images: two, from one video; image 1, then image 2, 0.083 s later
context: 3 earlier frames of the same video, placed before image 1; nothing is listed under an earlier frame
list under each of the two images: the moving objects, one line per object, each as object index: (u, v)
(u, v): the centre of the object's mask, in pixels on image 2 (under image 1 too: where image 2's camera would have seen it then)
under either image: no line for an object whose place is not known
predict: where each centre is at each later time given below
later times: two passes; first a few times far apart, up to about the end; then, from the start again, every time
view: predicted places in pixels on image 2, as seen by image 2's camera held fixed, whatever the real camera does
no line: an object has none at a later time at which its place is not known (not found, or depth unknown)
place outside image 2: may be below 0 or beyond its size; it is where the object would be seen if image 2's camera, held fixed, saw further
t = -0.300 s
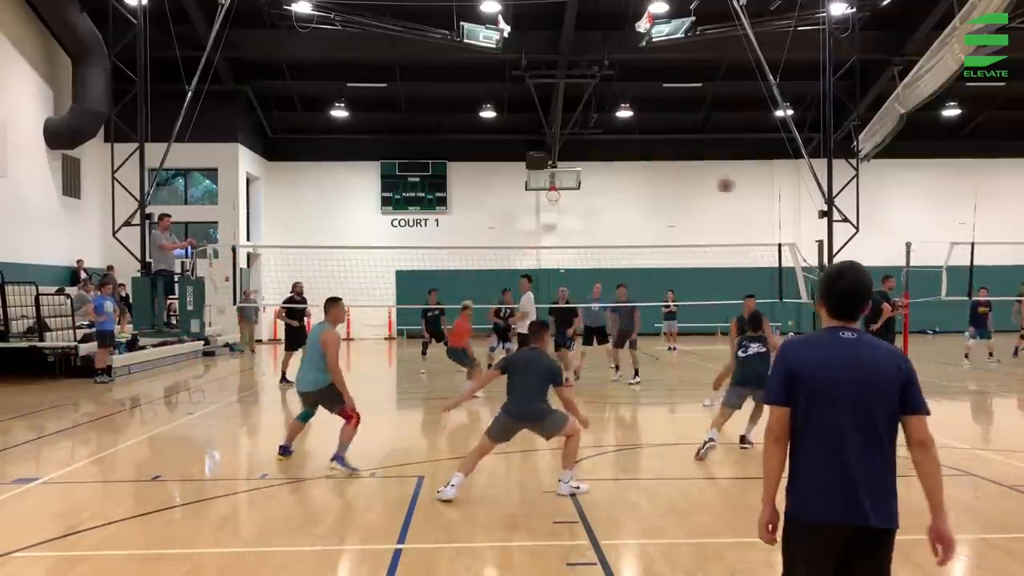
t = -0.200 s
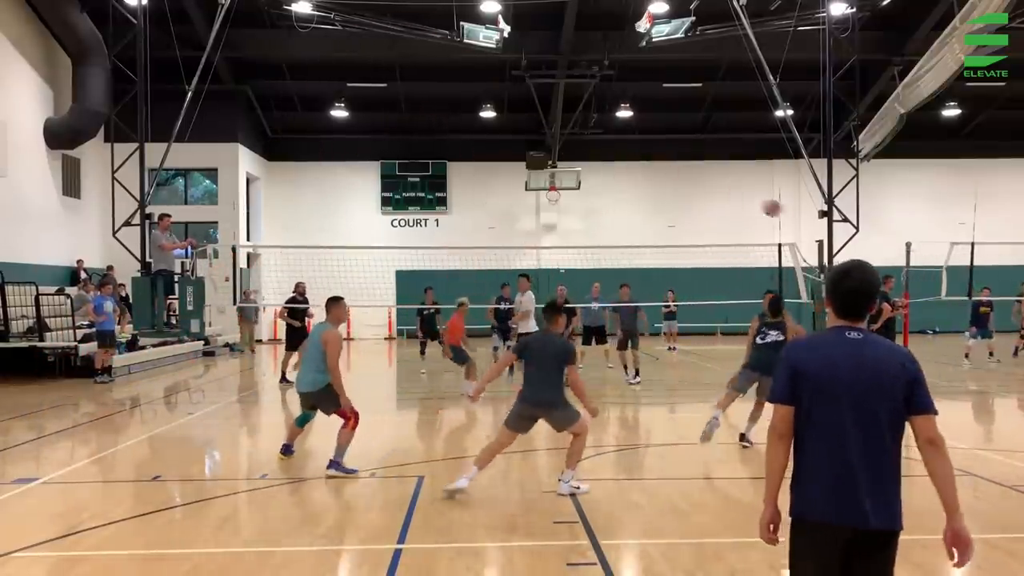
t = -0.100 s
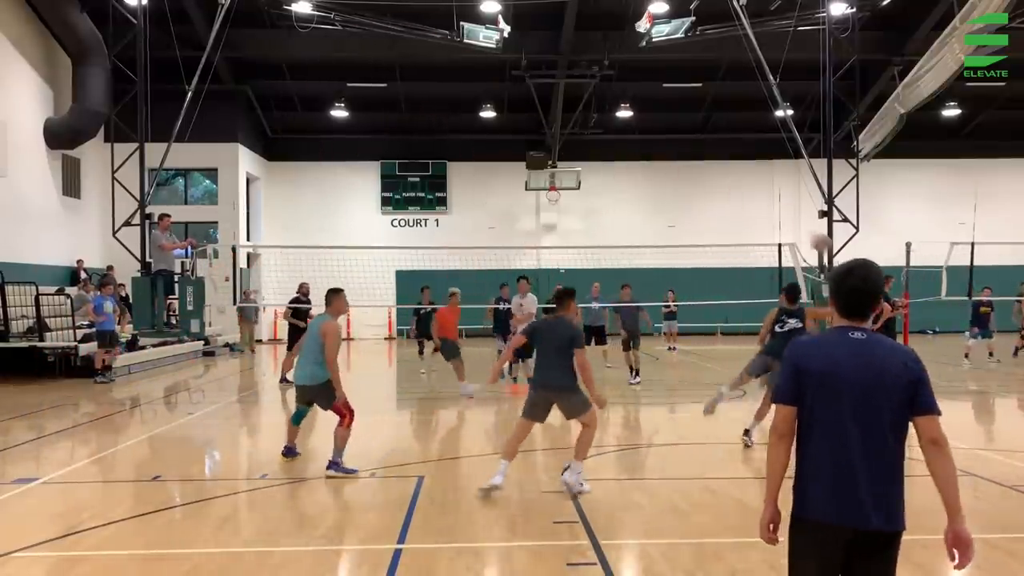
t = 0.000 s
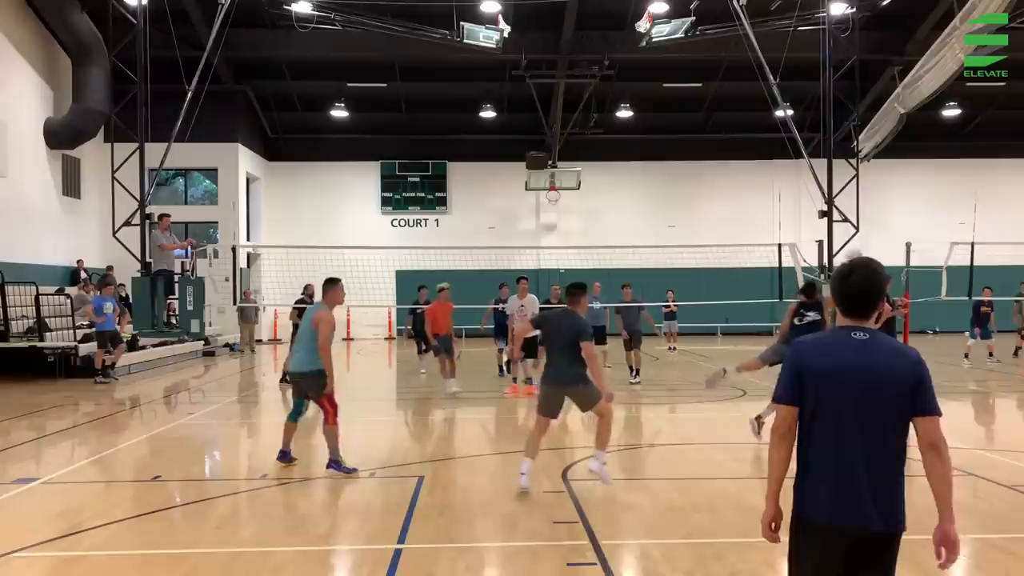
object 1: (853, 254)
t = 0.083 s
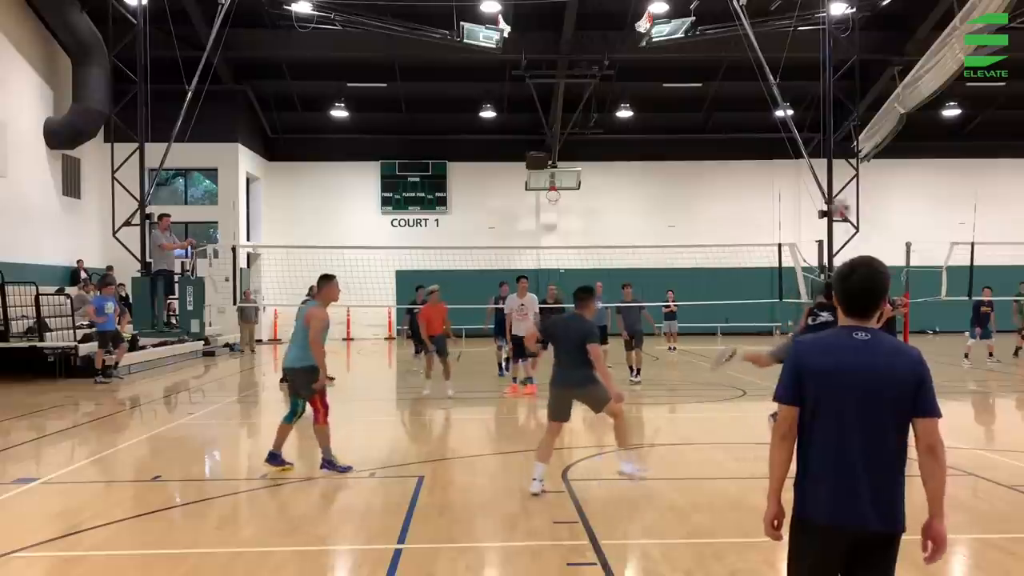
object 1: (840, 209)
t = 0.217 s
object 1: (816, 144)
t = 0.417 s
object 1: (780, 77)
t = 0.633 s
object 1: (741, 44)
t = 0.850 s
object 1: (703, 53)
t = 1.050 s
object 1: (669, 98)
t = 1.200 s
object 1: (644, 153)
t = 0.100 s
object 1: (837, 200)
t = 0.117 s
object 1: (835, 193)
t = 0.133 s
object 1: (831, 184)
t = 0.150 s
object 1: (828, 175)
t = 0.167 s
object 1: (825, 166)
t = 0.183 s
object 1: (822, 157)
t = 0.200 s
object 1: (818, 150)
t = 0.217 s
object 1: (816, 144)
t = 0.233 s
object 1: (813, 137)
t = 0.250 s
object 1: (810, 131)
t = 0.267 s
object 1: (807, 124)
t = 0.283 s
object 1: (803, 117)
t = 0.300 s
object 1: (801, 111)
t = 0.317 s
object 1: (798, 105)
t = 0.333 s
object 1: (795, 100)
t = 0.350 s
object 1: (792, 94)
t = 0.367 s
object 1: (788, 91)
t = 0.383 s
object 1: (785, 85)
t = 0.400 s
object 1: (783, 80)
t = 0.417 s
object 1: (780, 77)
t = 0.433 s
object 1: (777, 72)
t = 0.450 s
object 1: (774, 69)
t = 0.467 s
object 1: (771, 65)
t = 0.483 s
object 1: (768, 61)
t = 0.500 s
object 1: (764, 59)
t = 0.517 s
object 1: (761, 56)
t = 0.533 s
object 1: (758, 54)
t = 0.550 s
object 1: (755, 52)
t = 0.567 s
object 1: (752, 49)
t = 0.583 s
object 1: (750, 48)
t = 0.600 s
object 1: (747, 47)
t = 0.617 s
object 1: (744, 45)
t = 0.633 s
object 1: (741, 44)
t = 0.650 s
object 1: (737, 43)
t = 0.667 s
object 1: (735, 42)
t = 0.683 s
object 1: (732, 43)
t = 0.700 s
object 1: (729, 42)
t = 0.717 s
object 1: (726, 43)
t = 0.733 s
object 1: (723, 42)
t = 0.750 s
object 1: (720, 43)
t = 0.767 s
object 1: (717, 44)
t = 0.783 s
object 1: (714, 45)
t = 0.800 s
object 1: (711, 47)
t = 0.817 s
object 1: (709, 49)
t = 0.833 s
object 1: (706, 50)
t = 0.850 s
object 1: (703, 53)
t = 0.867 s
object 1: (700, 55)
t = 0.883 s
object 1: (697, 57)
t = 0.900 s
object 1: (694, 61)
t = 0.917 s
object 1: (691, 64)
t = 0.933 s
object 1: (688, 67)
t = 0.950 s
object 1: (686, 71)
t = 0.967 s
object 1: (683, 74)
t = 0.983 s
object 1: (680, 78)
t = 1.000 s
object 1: (677, 83)
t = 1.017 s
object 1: (674, 88)
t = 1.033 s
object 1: (671, 93)
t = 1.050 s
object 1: (669, 98)
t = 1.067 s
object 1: (666, 103)
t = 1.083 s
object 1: (663, 109)
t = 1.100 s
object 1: (661, 115)
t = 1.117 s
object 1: (658, 121)
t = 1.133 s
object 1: (655, 127)
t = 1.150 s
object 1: (652, 134)
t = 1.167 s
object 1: (649, 140)
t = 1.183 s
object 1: (647, 148)
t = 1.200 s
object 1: (644, 153)
